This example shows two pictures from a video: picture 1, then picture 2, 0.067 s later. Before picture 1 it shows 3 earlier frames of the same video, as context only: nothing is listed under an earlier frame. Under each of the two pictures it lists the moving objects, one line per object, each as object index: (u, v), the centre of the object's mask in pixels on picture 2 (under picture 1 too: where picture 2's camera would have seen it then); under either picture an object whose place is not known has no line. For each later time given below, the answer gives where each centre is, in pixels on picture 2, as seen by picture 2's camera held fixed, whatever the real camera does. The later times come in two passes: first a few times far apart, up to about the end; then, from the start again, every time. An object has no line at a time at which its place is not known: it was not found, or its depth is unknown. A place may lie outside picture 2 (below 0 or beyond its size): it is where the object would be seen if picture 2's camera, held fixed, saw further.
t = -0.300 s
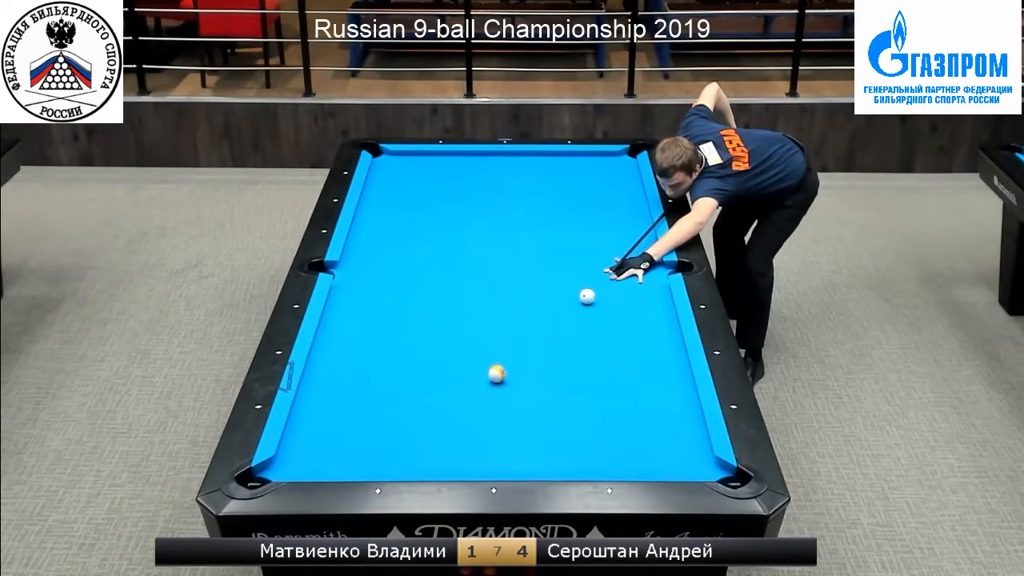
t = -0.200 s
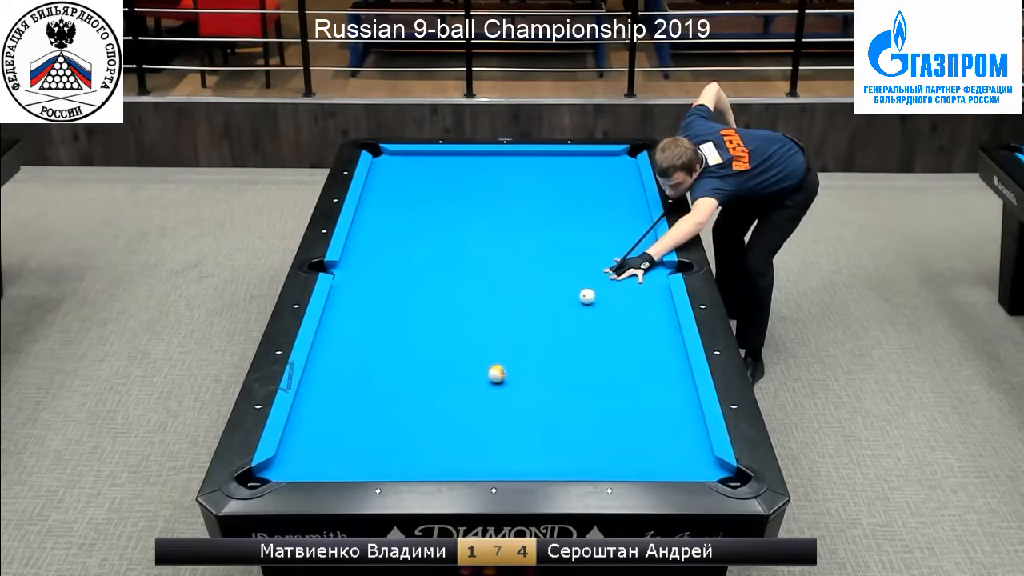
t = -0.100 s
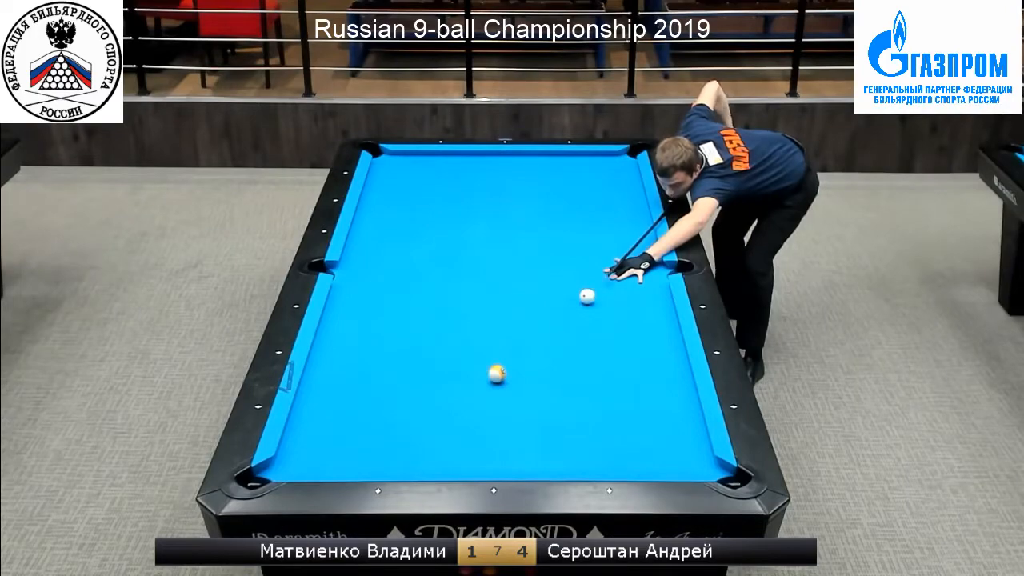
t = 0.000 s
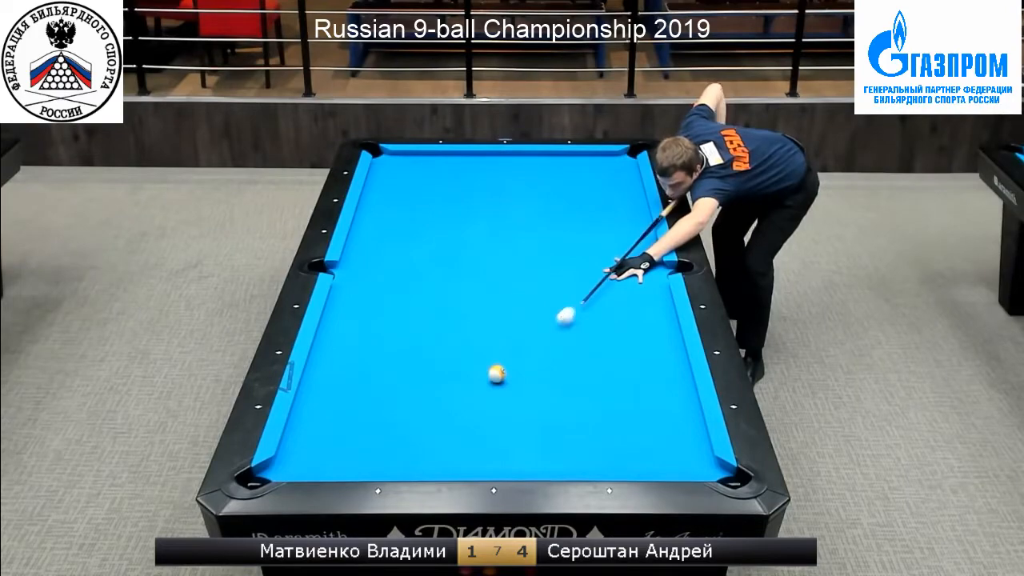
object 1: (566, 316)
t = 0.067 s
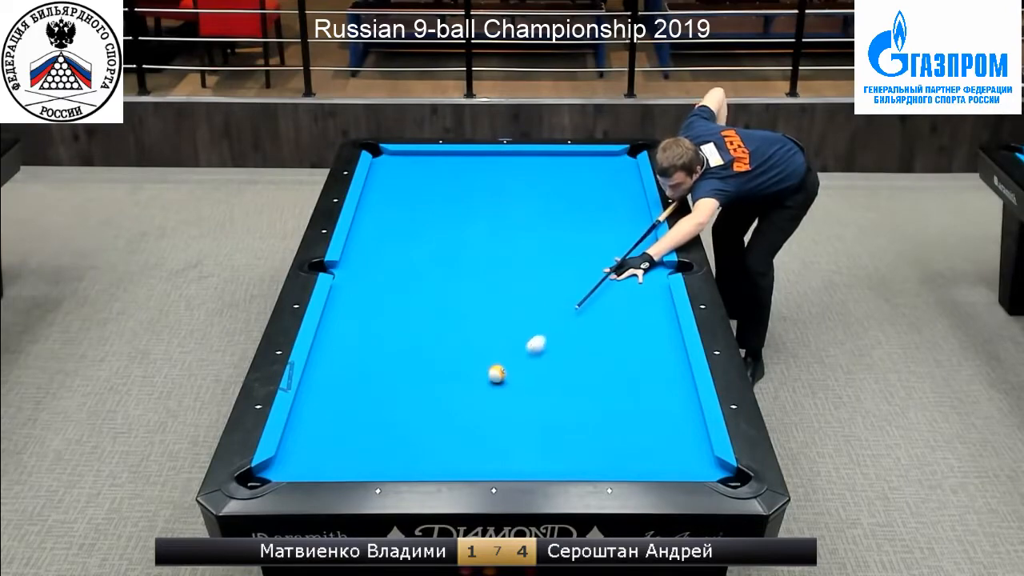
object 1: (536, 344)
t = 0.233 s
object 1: (533, 388)
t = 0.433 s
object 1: (565, 419)
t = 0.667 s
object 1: (605, 457)
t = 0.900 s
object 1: (645, 450)
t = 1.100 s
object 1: (676, 432)
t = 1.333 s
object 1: (684, 412)
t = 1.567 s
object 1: (659, 394)
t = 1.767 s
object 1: (639, 380)
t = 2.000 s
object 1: (619, 365)
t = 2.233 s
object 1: (599, 352)
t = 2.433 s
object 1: (584, 341)
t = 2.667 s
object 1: (568, 329)
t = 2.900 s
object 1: (553, 319)
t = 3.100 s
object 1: (541, 311)
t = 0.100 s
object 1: (521, 359)
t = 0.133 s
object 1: (514, 371)
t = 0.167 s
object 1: (521, 377)
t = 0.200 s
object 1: (527, 383)
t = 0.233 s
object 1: (533, 388)
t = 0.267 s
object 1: (538, 394)
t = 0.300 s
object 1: (544, 399)
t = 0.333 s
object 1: (549, 404)
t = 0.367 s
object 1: (554, 409)
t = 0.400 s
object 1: (560, 414)
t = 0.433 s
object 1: (565, 419)
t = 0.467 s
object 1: (571, 424)
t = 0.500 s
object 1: (576, 430)
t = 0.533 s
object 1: (582, 435)
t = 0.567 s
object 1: (588, 440)
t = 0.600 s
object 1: (594, 446)
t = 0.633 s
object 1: (599, 451)
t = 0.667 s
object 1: (605, 457)
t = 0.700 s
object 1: (611, 461)
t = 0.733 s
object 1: (617, 465)
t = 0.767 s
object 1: (623, 462)
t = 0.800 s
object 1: (629, 460)
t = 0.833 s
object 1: (635, 457)
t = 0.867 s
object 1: (640, 453)
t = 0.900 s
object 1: (645, 450)
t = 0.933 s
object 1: (651, 447)
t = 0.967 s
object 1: (656, 444)
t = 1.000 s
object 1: (661, 441)
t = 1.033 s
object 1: (666, 438)
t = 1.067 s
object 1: (671, 435)
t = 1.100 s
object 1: (676, 432)
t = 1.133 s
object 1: (681, 429)
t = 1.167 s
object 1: (686, 426)
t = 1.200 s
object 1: (691, 423)
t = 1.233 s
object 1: (695, 420)
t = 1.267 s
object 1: (692, 417)
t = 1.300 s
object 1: (687, 415)
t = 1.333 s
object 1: (684, 412)
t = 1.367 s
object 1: (680, 410)
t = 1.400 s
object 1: (676, 407)
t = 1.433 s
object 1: (673, 404)
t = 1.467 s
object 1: (669, 402)
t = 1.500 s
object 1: (666, 399)
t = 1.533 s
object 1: (662, 397)
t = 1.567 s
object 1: (659, 394)
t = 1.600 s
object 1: (655, 392)
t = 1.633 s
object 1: (652, 389)
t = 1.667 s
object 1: (649, 387)
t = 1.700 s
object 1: (646, 385)
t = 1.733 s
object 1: (642, 382)
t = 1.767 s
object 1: (639, 380)
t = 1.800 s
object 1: (636, 378)
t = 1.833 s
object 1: (633, 376)
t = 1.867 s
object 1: (630, 374)
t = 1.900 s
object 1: (627, 372)
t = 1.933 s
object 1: (624, 370)
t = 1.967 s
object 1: (622, 368)
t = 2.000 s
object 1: (619, 365)
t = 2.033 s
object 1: (616, 363)
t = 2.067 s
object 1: (613, 361)
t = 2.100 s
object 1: (611, 360)
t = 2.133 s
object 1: (607, 357)
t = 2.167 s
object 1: (605, 356)
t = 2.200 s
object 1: (602, 354)
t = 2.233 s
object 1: (599, 352)
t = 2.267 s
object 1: (597, 350)
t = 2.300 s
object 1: (594, 348)
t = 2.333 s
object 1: (591, 346)
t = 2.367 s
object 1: (589, 344)
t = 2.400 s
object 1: (587, 343)
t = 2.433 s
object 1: (584, 341)
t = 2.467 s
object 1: (582, 339)
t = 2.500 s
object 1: (579, 337)
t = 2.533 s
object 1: (577, 336)
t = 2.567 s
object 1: (575, 334)
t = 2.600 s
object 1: (573, 333)
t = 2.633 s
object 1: (570, 331)
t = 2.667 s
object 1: (568, 329)
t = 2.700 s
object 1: (566, 328)
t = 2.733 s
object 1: (564, 327)
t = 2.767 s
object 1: (562, 325)
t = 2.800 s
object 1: (559, 323)
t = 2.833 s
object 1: (557, 322)
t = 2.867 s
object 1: (555, 320)
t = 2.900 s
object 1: (553, 319)
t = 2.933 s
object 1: (551, 318)
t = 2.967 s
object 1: (549, 316)
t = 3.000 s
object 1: (547, 315)
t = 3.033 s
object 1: (545, 313)
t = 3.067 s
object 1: (543, 312)
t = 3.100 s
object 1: (541, 311)
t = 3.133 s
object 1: (540, 309)
